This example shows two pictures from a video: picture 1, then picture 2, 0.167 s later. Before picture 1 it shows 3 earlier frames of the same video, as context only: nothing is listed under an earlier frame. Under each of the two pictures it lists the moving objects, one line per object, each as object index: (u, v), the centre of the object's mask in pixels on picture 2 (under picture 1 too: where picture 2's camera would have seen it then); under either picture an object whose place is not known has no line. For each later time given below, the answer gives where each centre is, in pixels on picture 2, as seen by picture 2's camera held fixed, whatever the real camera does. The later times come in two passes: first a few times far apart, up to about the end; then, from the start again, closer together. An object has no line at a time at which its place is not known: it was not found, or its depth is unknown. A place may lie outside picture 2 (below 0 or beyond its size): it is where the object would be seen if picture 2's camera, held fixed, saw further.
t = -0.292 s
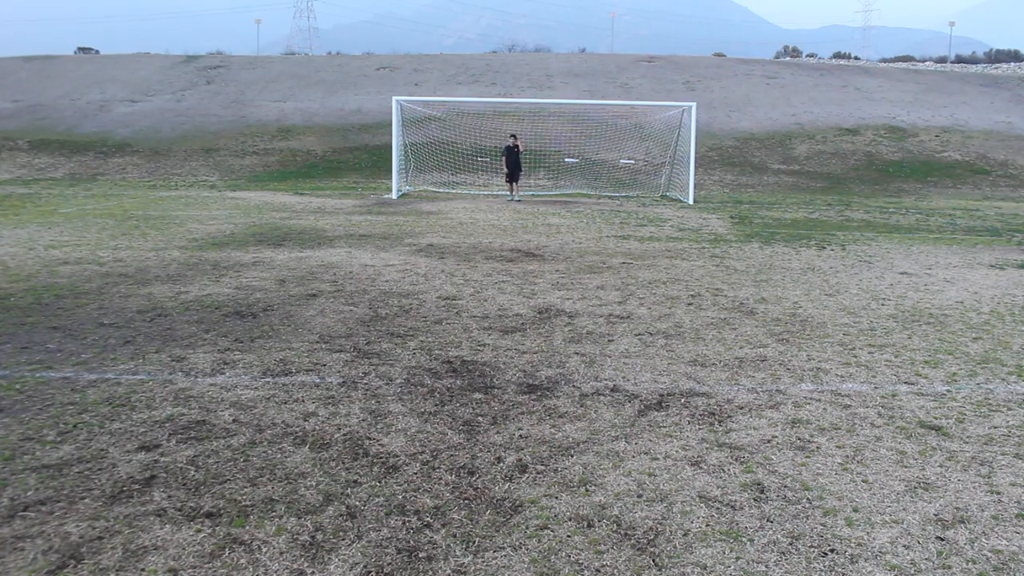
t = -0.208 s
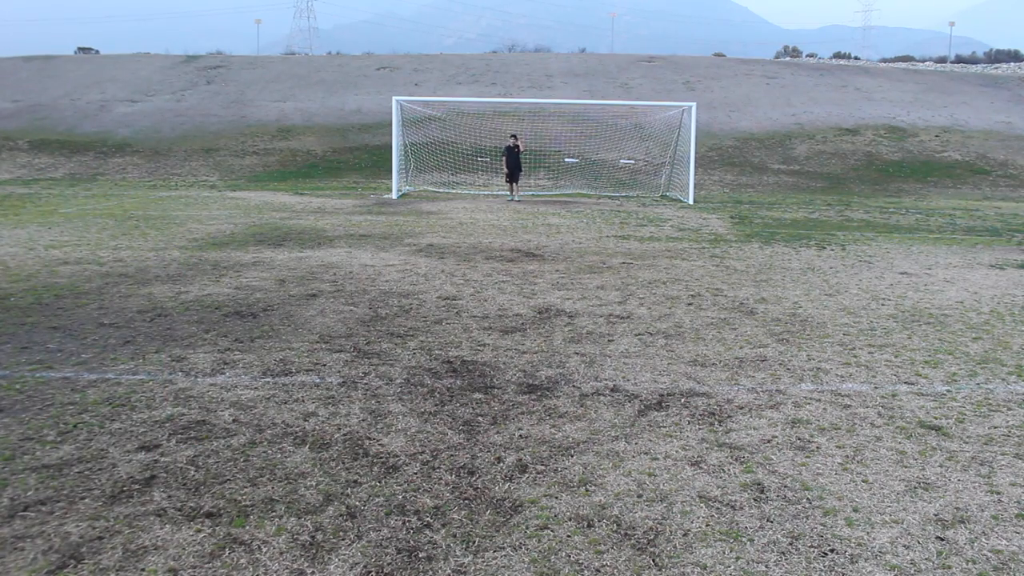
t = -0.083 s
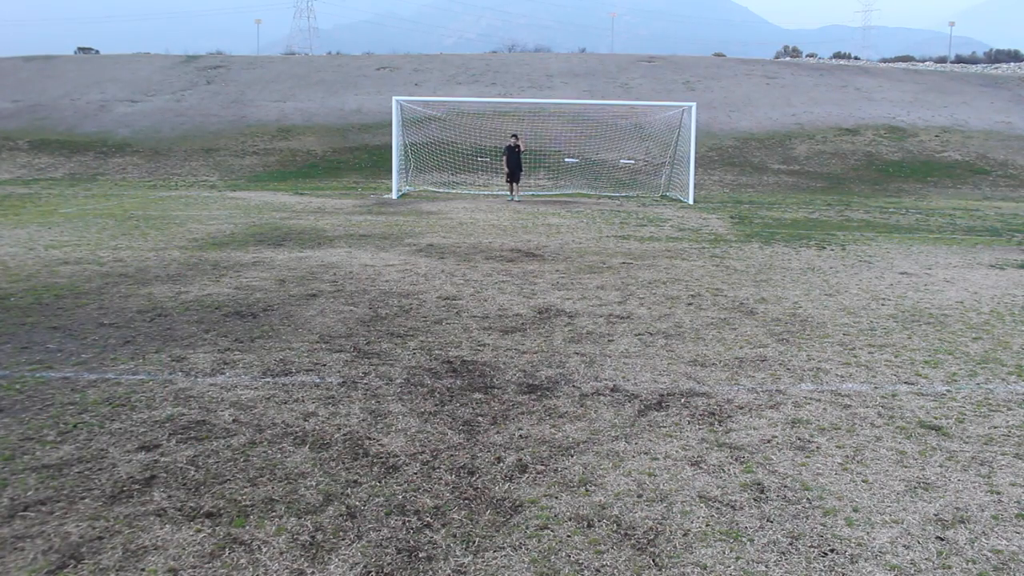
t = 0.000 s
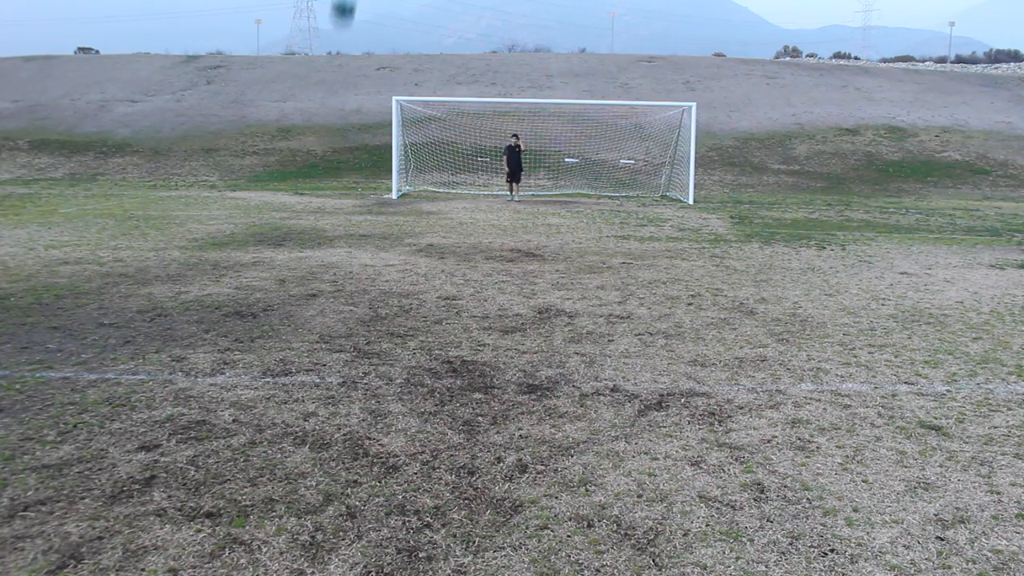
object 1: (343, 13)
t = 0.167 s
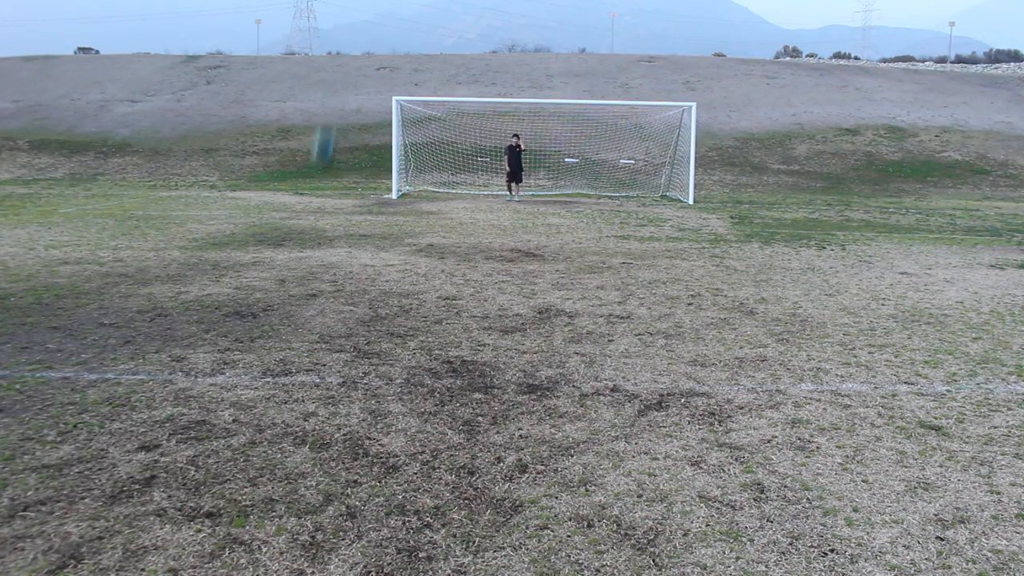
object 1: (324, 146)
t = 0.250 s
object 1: (318, 228)
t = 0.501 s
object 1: (293, 182)
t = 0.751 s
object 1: (266, 59)
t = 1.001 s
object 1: (235, 11)
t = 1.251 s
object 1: (202, 48)
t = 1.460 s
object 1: (174, 159)
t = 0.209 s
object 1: (321, 184)
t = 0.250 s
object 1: (318, 228)
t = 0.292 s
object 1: (314, 276)
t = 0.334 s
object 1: (309, 298)
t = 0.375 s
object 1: (306, 269)
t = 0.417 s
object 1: (304, 240)
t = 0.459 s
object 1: (296, 210)
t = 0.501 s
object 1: (293, 182)
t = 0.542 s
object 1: (288, 160)
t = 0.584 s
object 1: (283, 133)
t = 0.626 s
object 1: (280, 114)
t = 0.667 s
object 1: (275, 93)
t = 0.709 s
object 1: (270, 75)
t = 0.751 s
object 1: (266, 59)
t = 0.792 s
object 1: (261, 45)
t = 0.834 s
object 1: (256, 33)
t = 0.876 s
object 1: (250, 23)
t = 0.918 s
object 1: (245, 16)
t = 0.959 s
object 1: (240, 13)
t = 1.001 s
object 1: (235, 11)
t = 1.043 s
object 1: (230, 11)
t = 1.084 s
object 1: (225, 13)
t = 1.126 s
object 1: (219, 16)
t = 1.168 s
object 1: (214, 23)
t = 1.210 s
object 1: (208, 34)
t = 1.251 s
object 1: (202, 48)
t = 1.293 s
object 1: (197, 64)
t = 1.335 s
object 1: (191, 81)
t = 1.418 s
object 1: (181, 131)
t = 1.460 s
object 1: (174, 159)
